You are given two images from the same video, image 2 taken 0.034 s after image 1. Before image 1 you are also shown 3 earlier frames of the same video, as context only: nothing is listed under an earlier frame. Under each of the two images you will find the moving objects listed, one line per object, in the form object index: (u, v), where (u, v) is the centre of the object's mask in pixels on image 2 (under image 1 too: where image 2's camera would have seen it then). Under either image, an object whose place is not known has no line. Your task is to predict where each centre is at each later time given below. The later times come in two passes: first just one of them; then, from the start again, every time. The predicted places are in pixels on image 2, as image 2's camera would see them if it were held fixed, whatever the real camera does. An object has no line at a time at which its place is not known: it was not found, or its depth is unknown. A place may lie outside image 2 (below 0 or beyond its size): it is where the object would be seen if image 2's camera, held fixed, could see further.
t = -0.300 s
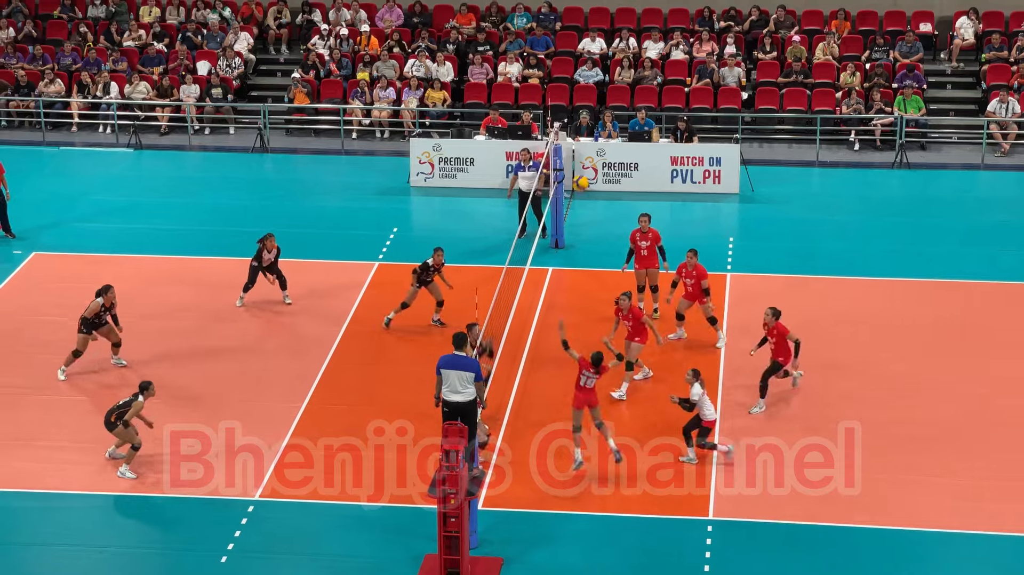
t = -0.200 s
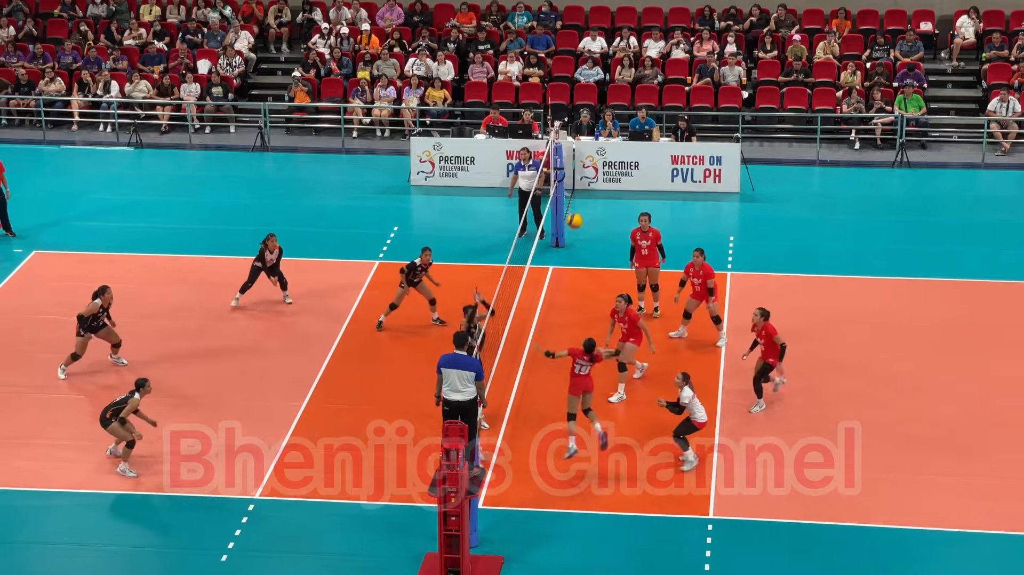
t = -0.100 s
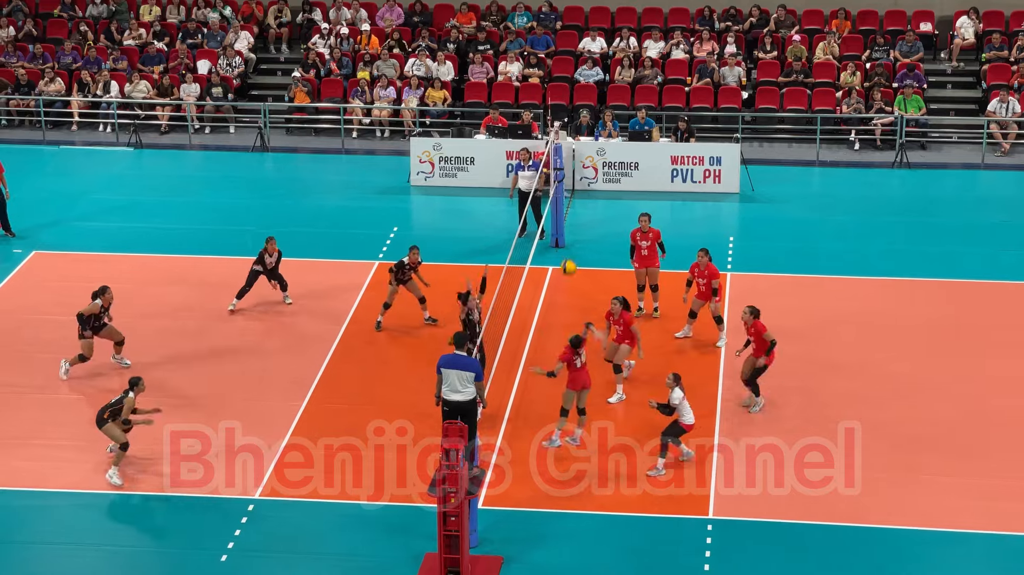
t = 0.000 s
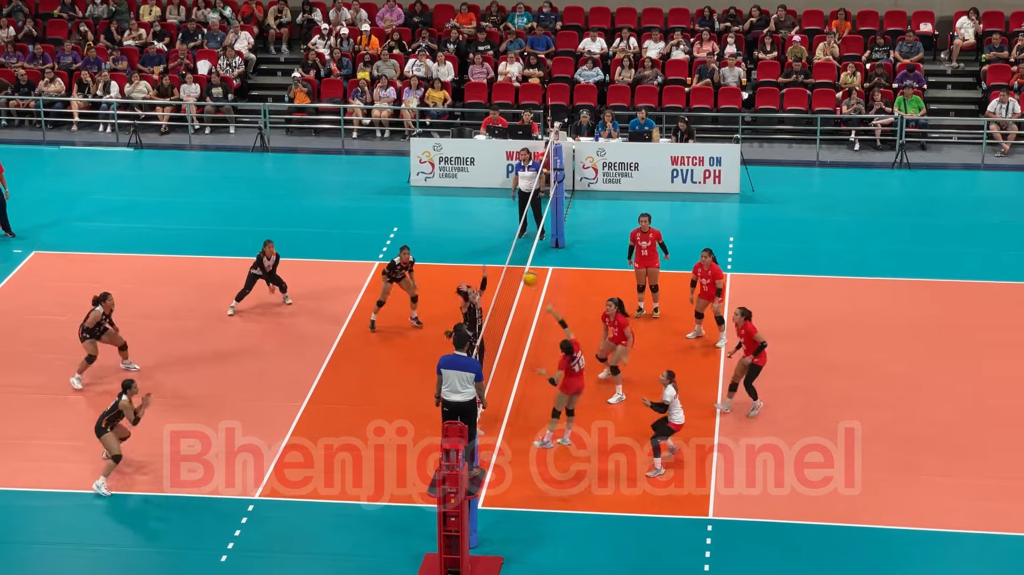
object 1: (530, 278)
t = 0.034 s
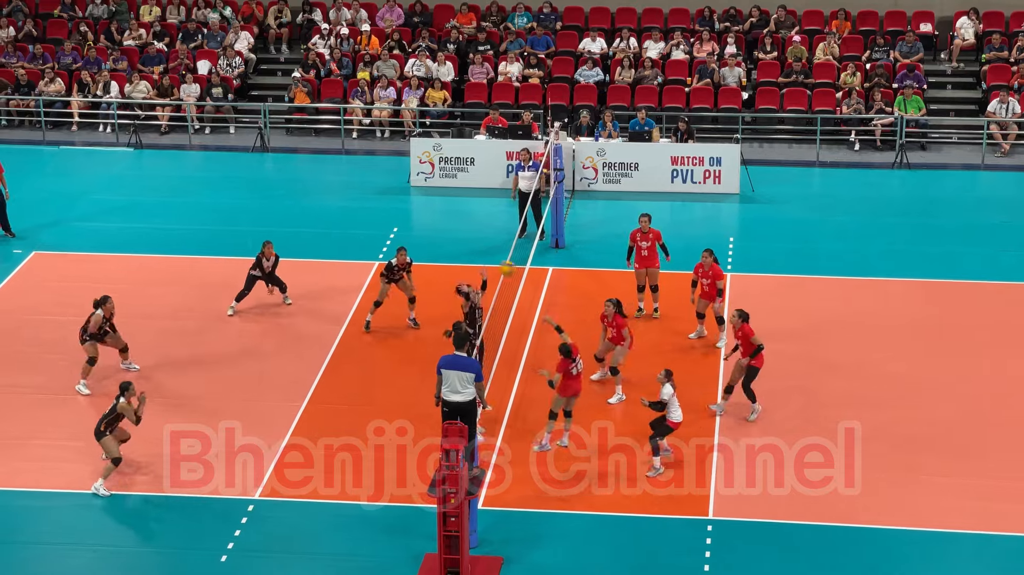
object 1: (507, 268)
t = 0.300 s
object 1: (344, 221)
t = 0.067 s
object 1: (485, 259)
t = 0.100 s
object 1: (463, 252)
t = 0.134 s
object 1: (442, 245)
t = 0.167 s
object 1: (421, 239)
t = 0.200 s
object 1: (401, 233)
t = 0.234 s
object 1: (382, 228)
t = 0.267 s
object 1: (363, 224)
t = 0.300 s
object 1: (344, 221)
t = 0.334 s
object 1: (325, 218)
